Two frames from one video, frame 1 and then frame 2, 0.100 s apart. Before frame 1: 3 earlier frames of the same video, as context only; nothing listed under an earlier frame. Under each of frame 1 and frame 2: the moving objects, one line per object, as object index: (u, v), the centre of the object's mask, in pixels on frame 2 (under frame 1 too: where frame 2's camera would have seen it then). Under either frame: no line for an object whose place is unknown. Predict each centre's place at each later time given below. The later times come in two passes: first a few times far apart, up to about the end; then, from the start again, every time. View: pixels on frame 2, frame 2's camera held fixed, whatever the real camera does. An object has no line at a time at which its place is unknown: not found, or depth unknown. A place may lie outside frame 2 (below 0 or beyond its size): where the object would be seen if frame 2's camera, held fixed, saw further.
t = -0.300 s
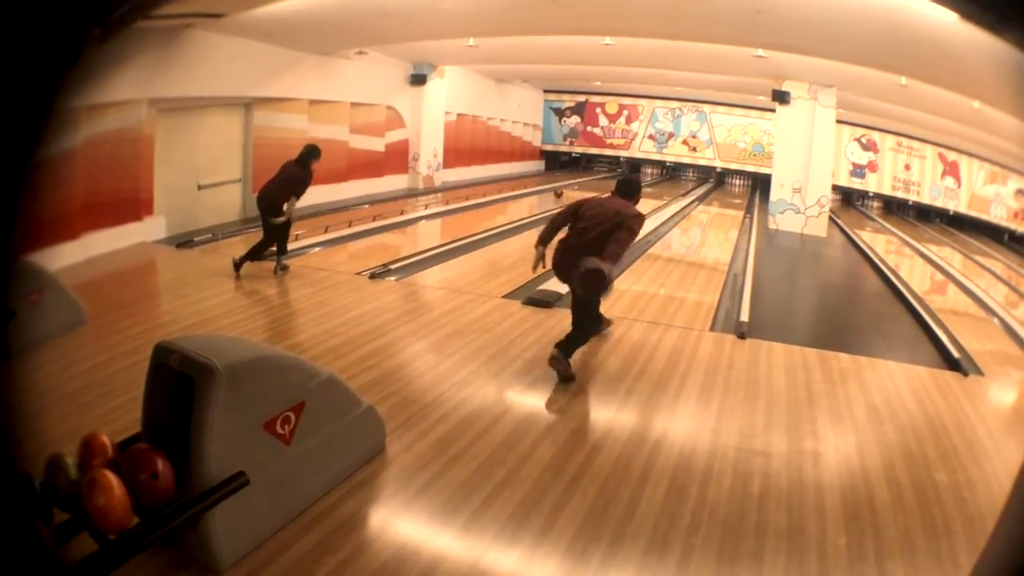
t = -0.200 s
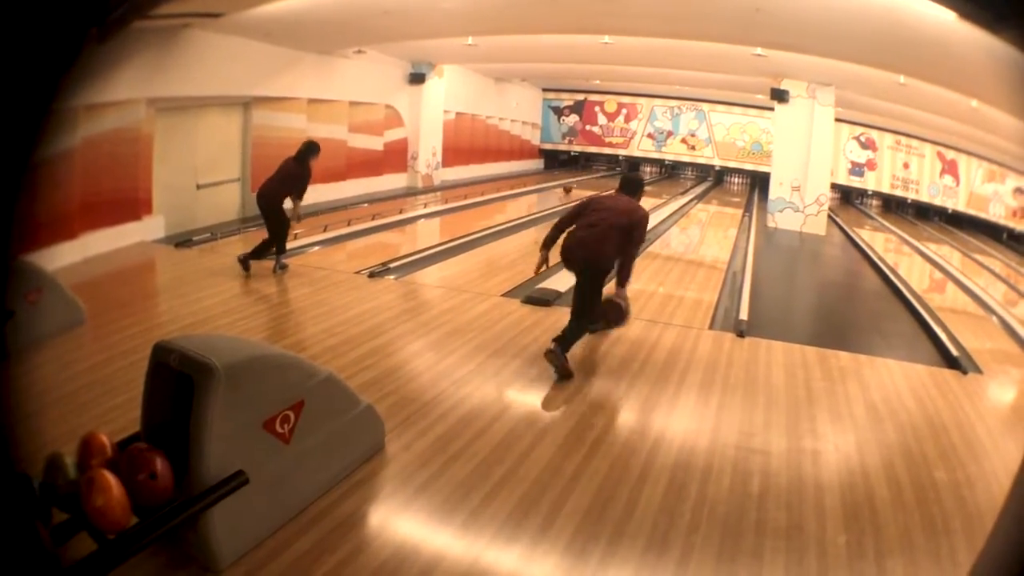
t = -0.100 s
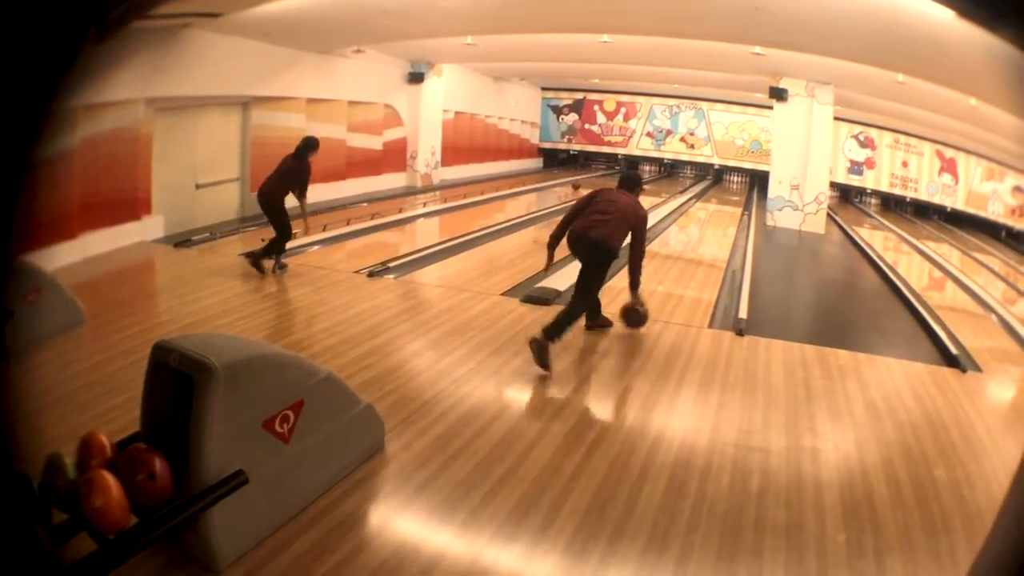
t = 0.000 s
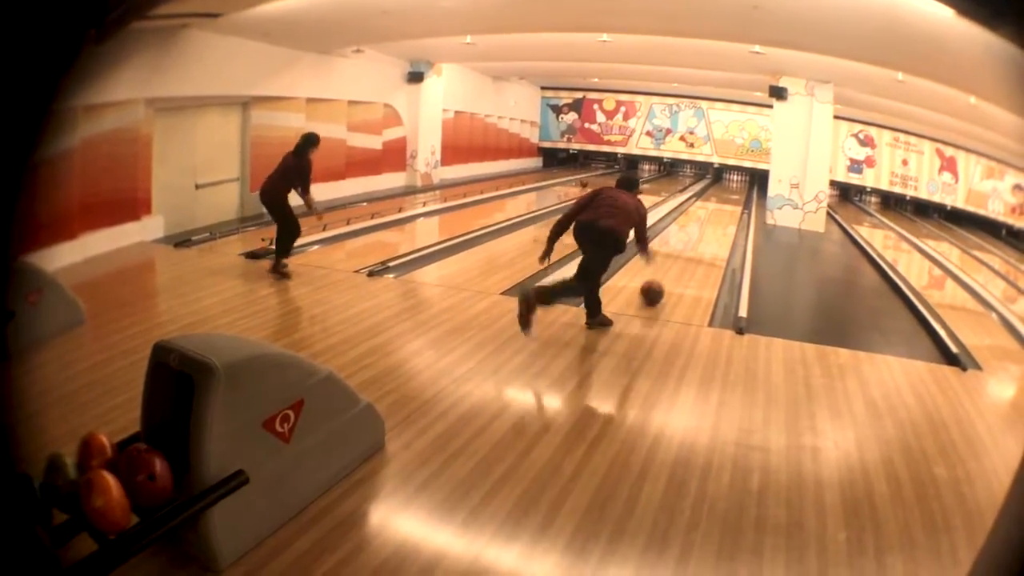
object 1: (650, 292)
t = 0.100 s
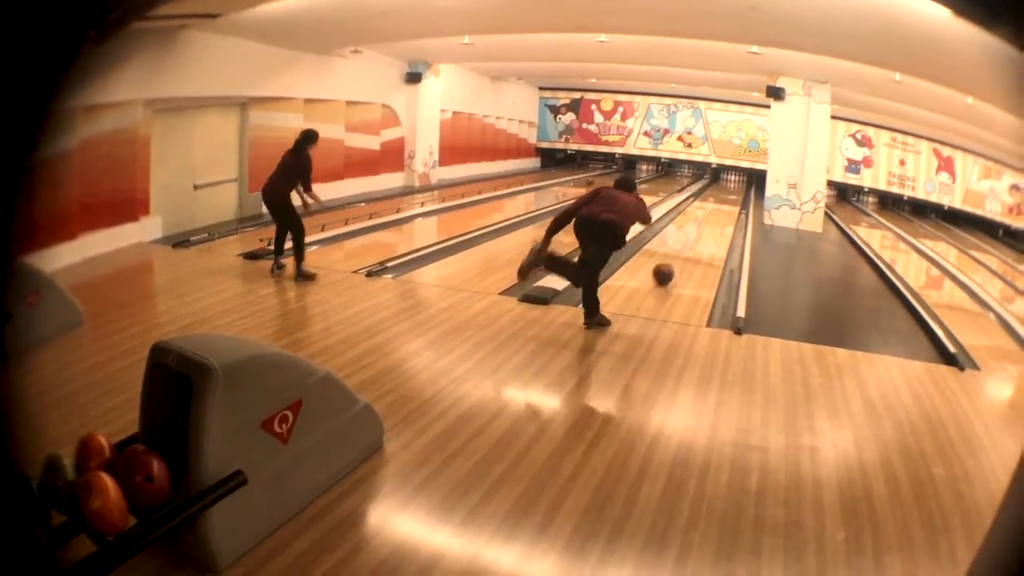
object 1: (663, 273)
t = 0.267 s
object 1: (678, 251)
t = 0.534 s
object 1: (694, 228)
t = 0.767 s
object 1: (701, 216)
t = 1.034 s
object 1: (707, 205)
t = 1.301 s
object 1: (711, 198)
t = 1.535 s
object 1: (718, 192)
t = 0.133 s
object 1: (666, 268)
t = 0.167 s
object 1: (669, 263)
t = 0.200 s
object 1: (673, 259)
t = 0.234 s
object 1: (675, 255)
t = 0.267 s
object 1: (678, 251)
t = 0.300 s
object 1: (680, 247)
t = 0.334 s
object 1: (683, 244)
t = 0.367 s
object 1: (685, 241)
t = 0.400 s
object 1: (687, 238)
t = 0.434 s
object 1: (689, 235)
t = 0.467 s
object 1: (691, 233)
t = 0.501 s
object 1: (692, 230)
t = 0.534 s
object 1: (694, 228)
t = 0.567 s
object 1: (695, 226)
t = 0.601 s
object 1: (697, 224)
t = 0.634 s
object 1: (698, 222)
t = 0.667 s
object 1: (699, 220)
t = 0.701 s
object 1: (700, 218)
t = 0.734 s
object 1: (701, 217)
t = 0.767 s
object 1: (701, 216)
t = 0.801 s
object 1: (702, 214)
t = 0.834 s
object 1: (702, 213)
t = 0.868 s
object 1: (703, 212)
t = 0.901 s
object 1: (704, 210)
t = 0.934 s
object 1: (704, 209)
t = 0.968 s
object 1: (705, 208)
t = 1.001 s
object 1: (706, 207)
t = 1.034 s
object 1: (707, 205)
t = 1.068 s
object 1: (707, 205)
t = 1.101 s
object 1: (708, 204)
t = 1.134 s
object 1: (708, 203)
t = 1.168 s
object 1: (709, 202)
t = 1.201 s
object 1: (710, 201)
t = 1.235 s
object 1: (710, 200)
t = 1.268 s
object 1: (711, 200)
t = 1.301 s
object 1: (711, 198)
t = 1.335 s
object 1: (712, 198)
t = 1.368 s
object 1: (712, 197)
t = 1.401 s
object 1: (713, 197)
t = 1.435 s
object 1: (713, 196)
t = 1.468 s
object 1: (714, 195)
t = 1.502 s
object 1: (715, 194)
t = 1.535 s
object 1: (718, 192)
